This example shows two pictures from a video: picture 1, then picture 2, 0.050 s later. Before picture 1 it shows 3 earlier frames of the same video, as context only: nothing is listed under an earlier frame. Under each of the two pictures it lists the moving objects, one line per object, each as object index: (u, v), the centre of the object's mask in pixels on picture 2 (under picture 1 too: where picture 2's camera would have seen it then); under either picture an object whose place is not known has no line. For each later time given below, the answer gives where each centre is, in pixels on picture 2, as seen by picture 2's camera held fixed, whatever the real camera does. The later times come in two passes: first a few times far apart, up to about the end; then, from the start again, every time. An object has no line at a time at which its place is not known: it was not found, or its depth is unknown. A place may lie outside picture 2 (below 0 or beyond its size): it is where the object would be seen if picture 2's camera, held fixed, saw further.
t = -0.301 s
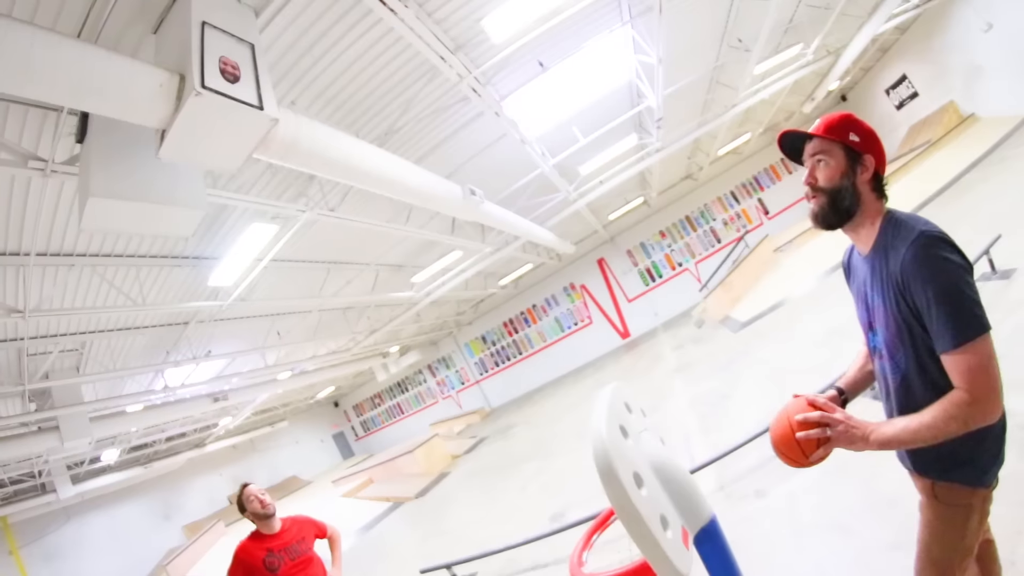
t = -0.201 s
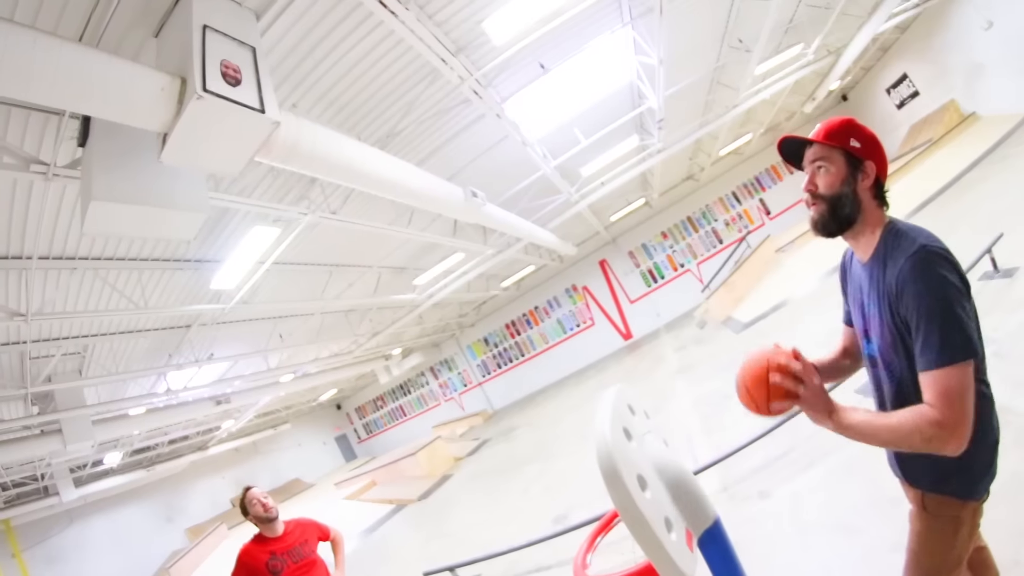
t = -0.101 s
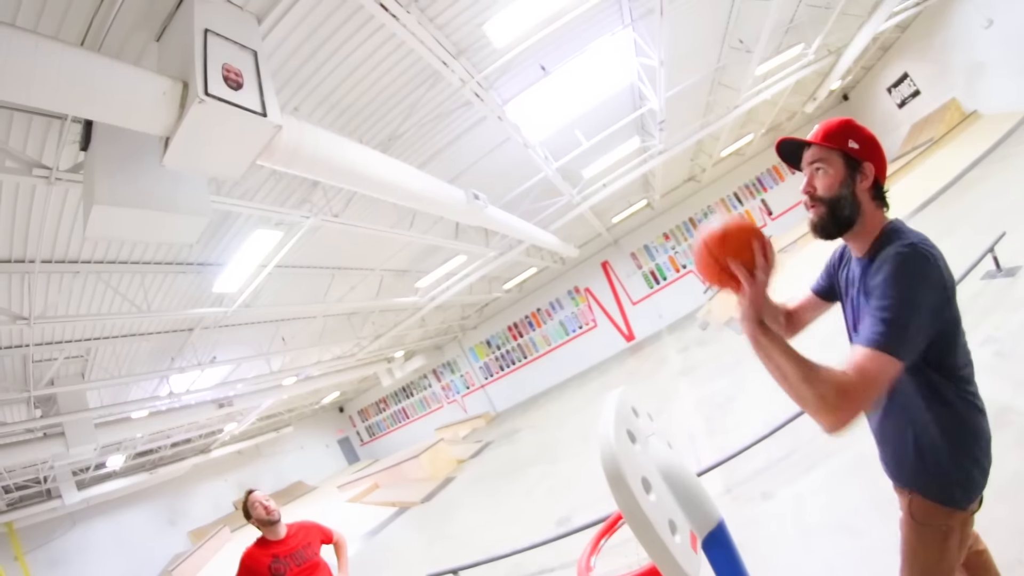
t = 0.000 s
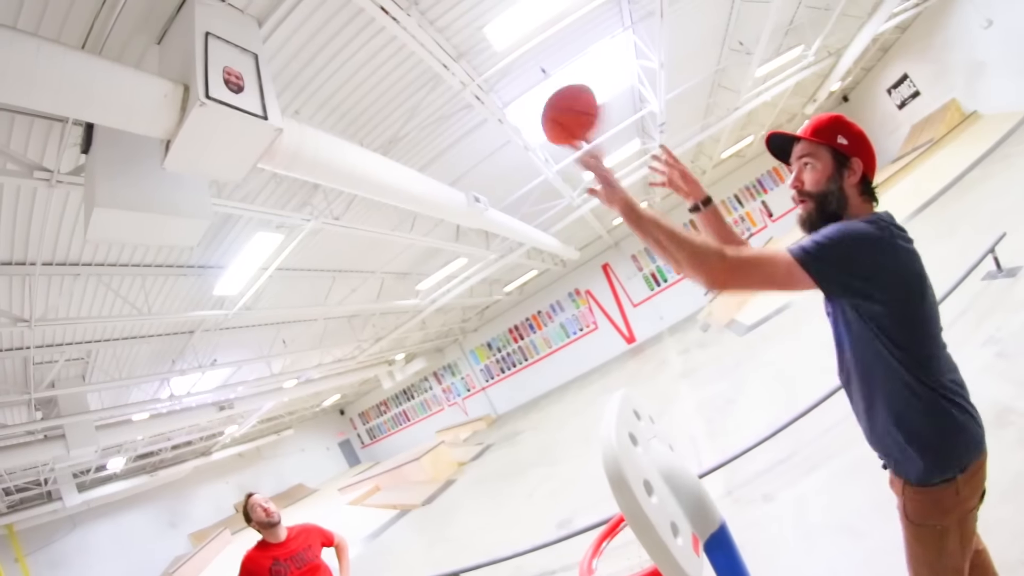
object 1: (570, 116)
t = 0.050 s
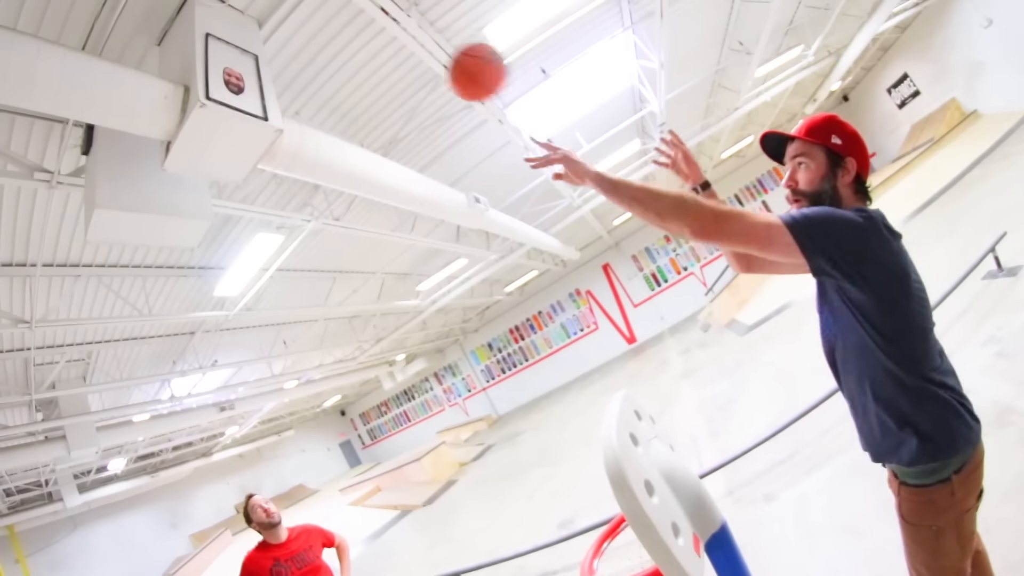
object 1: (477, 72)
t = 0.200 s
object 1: (323, 37)
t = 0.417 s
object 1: (231, 57)
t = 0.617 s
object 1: (252, 41)
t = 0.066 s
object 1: (453, 64)
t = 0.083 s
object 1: (430, 57)
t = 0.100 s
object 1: (409, 51)
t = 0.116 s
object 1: (391, 46)
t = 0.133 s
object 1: (375, 43)
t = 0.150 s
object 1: (360, 40)
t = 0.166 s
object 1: (346, 38)
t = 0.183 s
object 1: (334, 37)
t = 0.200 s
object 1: (323, 37)
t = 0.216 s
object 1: (312, 37)
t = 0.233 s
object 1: (302, 37)
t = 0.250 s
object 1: (293, 37)
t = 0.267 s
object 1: (285, 38)
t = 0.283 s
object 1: (277, 40)
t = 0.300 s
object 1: (270, 42)
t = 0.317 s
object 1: (263, 43)
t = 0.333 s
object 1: (256, 45)
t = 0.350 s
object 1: (250, 48)
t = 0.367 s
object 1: (244, 50)
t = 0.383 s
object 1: (238, 53)
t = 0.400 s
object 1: (233, 56)
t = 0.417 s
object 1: (231, 57)
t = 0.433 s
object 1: (232, 54)
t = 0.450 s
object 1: (234, 52)
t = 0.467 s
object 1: (235, 49)
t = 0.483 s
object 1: (237, 47)
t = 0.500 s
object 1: (239, 46)
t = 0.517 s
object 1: (240, 44)
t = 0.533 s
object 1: (242, 43)
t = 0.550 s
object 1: (244, 42)
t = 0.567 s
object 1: (246, 42)
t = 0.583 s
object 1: (248, 41)
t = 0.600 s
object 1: (250, 41)
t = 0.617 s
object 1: (252, 41)
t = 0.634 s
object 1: (254, 42)
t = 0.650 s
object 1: (256, 42)
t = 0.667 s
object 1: (259, 43)
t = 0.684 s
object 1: (261, 45)
